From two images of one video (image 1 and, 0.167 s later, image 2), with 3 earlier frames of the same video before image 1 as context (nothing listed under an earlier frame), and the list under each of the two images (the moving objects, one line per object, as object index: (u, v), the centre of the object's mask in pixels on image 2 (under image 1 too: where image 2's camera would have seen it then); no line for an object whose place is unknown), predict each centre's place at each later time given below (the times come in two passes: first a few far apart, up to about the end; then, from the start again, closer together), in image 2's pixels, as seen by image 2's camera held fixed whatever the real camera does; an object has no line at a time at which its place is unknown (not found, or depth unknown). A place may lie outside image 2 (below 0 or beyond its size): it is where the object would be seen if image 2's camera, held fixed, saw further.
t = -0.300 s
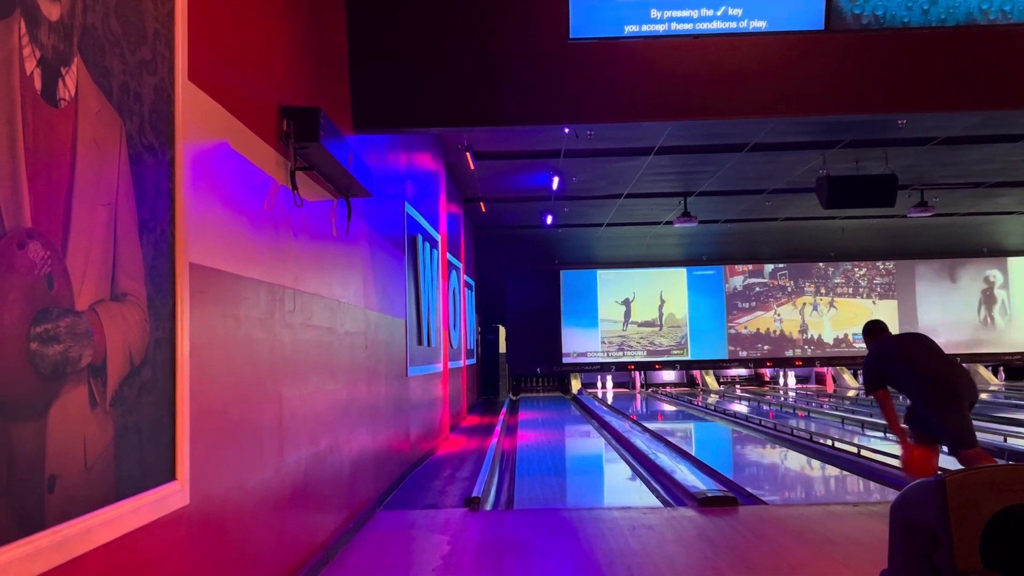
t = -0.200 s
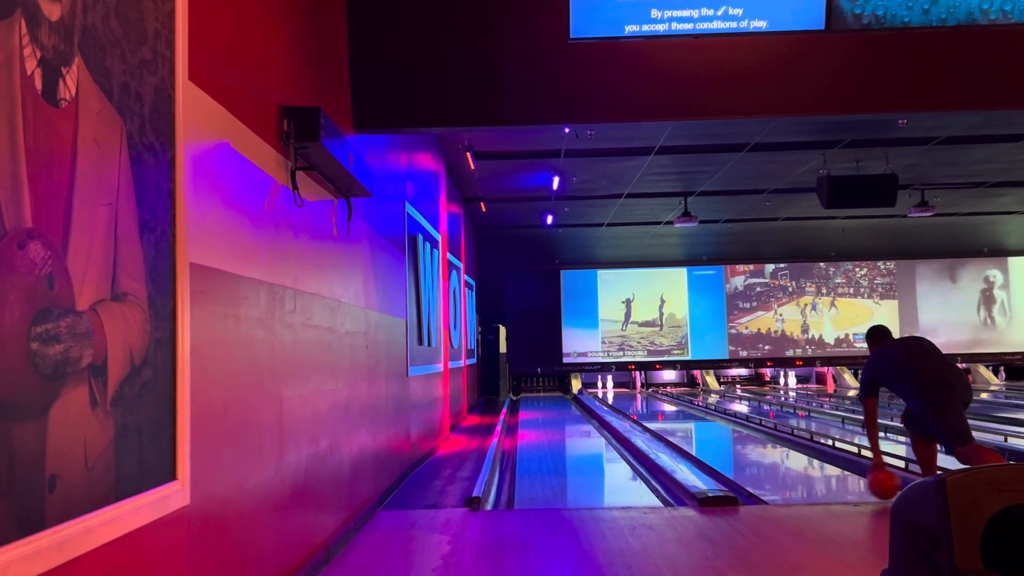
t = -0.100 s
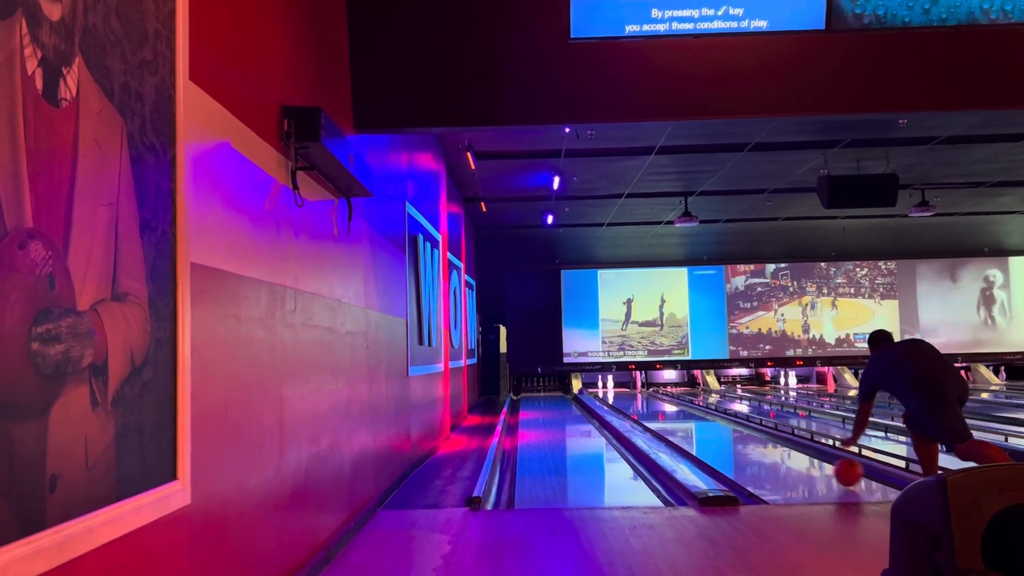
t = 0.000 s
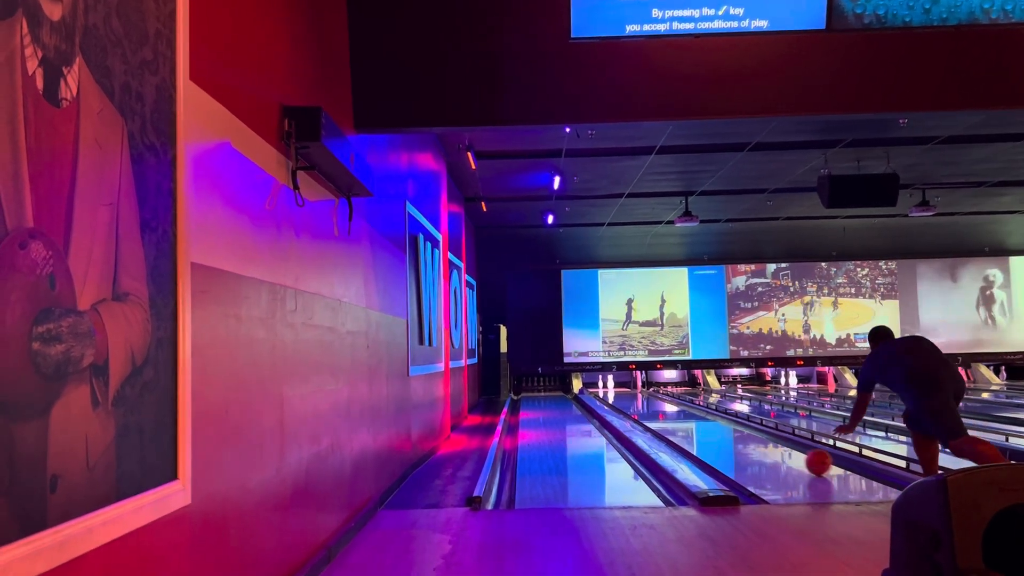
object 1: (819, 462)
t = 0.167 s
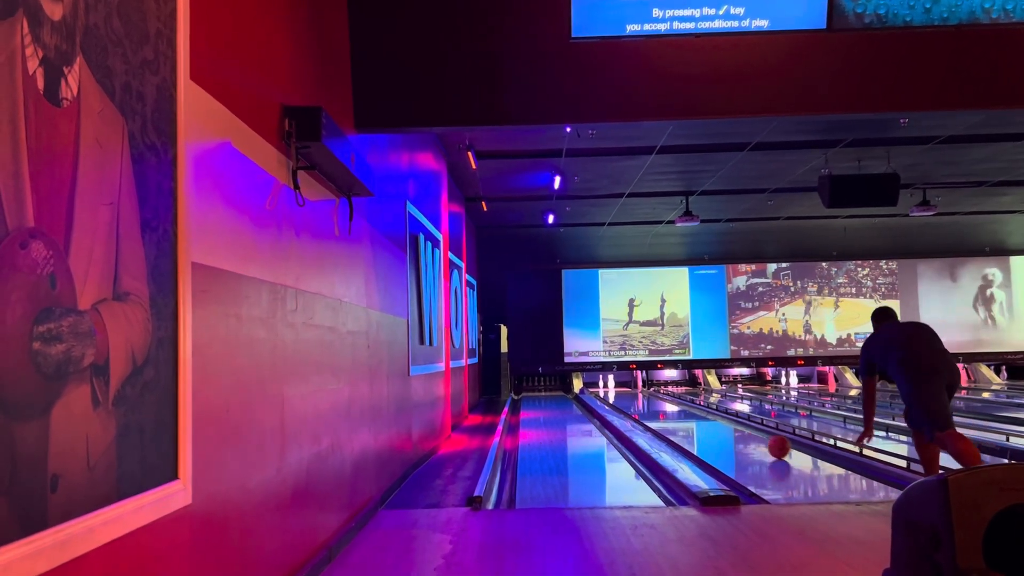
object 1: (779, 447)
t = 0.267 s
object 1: (760, 440)
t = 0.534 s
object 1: (720, 425)
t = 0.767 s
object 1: (694, 417)
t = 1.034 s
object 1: (672, 408)
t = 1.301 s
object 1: (654, 402)
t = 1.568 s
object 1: (641, 398)
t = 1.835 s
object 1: (629, 394)
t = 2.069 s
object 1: (621, 391)
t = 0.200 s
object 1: (772, 444)
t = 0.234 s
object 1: (766, 442)
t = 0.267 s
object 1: (760, 440)
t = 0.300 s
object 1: (754, 438)
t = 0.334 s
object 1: (748, 435)
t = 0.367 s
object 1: (743, 434)
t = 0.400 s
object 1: (738, 432)
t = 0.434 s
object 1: (733, 430)
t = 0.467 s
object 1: (728, 428)
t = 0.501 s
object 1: (724, 427)
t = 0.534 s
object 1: (720, 425)
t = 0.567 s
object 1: (716, 424)
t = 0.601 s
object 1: (712, 422)
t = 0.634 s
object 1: (708, 421)
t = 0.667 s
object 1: (704, 420)
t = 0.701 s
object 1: (701, 419)
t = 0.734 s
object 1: (698, 418)
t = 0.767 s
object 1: (694, 417)
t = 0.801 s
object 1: (691, 415)
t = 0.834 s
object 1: (688, 414)
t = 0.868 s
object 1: (685, 413)
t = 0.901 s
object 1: (682, 412)
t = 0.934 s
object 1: (680, 411)
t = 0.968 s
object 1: (677, 411)
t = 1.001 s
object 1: (675, 410)
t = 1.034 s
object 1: (672, 408)
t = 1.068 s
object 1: (669, 408)
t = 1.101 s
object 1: (667, 407)
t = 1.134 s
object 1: (664, 406)
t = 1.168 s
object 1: (663, 405)
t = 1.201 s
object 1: (660, 405)
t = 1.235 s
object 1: (659, 404)
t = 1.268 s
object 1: (656, 403)
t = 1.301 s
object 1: (654, 402)
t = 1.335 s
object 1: (652, 402)
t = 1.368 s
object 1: (651, 401)
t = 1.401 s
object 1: (649, 401)
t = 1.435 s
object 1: (647, 400)
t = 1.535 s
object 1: (642, 398)
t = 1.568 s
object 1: (641, 398)
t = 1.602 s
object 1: (639, 397)
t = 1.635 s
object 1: (637, 396)
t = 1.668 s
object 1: (636, 396)
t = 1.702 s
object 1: (634, 396)
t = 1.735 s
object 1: (633, 395)
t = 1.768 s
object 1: (632, 395)
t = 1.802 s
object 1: (631, 395)
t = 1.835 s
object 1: (629, 394)
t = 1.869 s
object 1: (628, 393)
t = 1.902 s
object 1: (627, 393)
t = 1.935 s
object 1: (625, 392)
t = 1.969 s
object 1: (624, 392)
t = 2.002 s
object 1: (623, 391)
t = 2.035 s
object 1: (622, 391)
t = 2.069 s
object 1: (621, 391)
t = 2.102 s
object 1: (620, 390)
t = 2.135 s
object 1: (619, 390)
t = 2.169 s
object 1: (618, 390)
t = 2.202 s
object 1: (617, 389)
